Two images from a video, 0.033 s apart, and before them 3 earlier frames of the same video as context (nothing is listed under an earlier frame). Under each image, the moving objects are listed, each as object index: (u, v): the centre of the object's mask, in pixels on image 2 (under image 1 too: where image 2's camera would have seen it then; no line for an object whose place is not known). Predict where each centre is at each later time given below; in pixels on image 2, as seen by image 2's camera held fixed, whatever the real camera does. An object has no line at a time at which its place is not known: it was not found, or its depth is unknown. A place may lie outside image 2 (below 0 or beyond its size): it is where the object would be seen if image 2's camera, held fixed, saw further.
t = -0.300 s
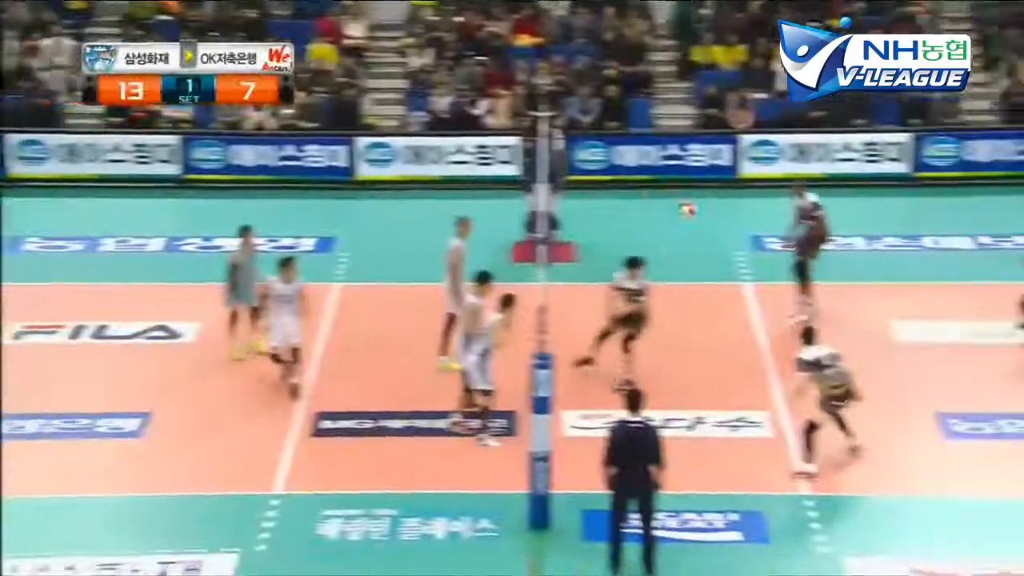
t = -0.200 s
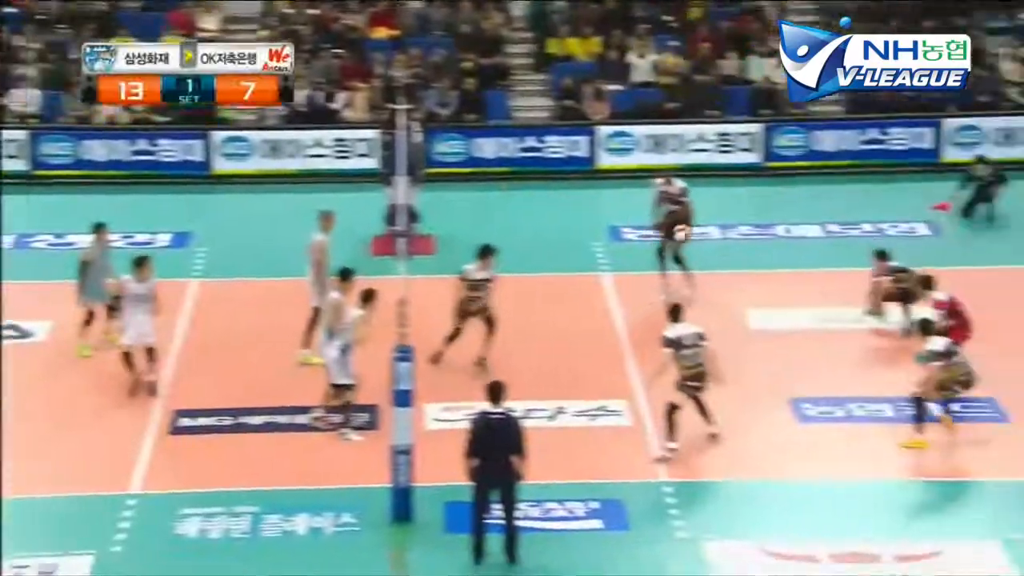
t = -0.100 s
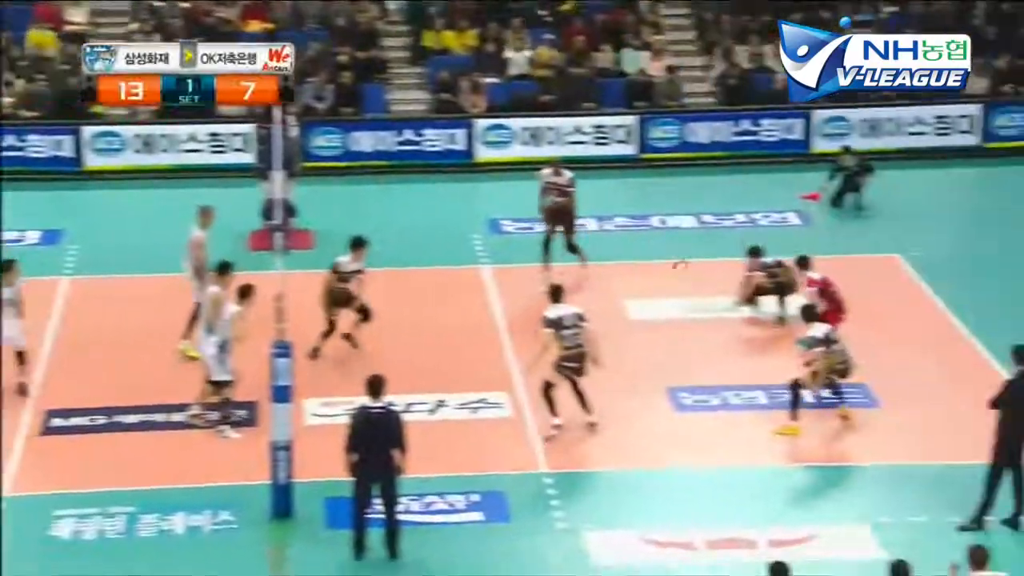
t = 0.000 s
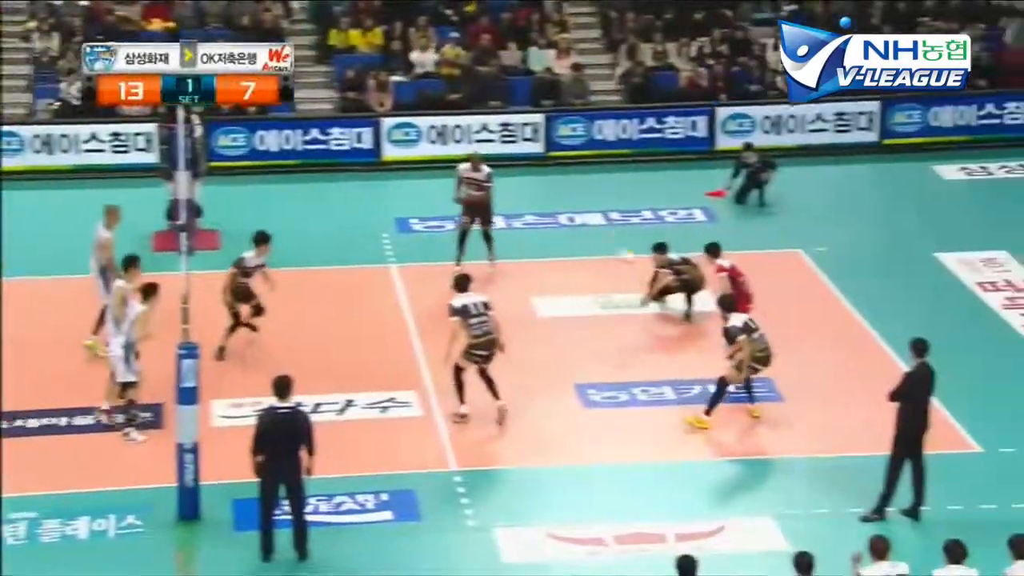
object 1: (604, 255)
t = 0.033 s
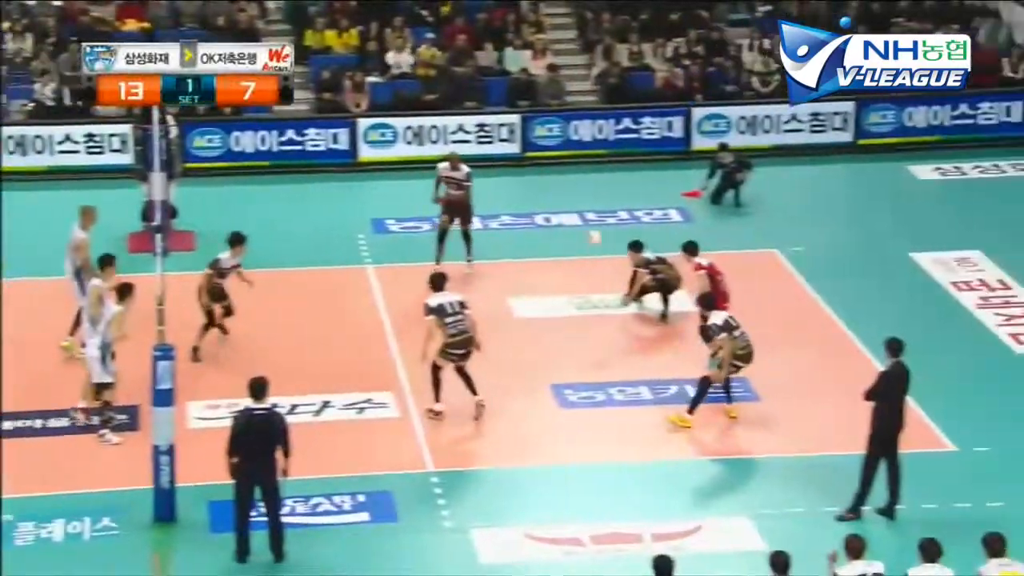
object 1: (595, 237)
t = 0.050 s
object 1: (589, 228)
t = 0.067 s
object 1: (582, 221)
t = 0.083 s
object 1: (577, 211)
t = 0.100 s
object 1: (569, 202)
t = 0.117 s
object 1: (565, 196)
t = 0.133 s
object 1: (560, 189)
